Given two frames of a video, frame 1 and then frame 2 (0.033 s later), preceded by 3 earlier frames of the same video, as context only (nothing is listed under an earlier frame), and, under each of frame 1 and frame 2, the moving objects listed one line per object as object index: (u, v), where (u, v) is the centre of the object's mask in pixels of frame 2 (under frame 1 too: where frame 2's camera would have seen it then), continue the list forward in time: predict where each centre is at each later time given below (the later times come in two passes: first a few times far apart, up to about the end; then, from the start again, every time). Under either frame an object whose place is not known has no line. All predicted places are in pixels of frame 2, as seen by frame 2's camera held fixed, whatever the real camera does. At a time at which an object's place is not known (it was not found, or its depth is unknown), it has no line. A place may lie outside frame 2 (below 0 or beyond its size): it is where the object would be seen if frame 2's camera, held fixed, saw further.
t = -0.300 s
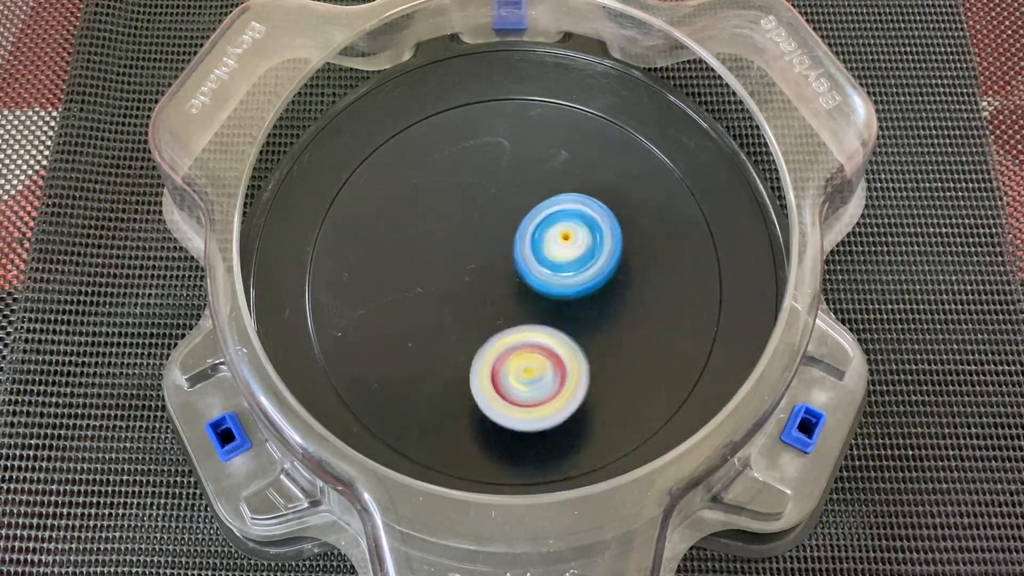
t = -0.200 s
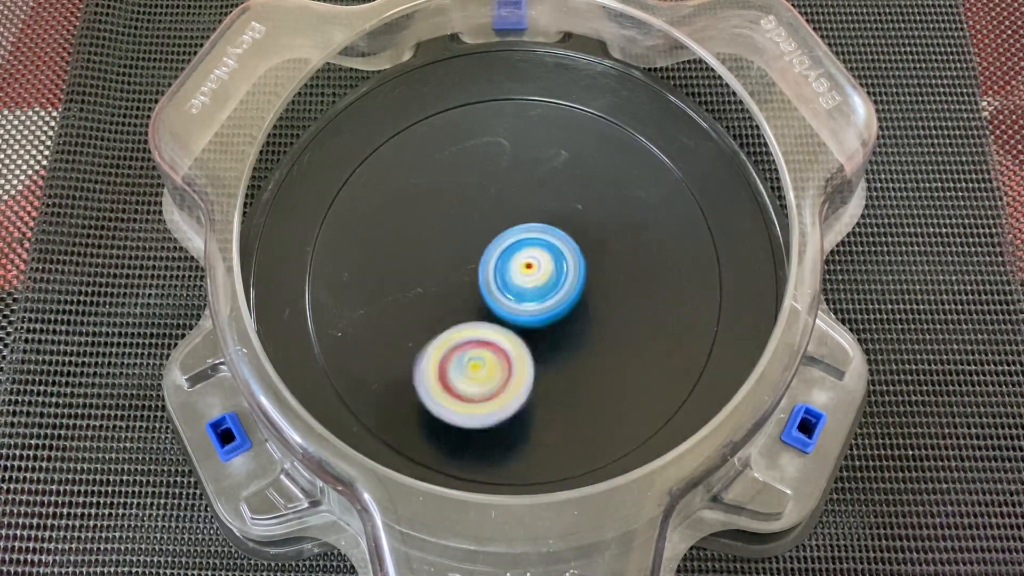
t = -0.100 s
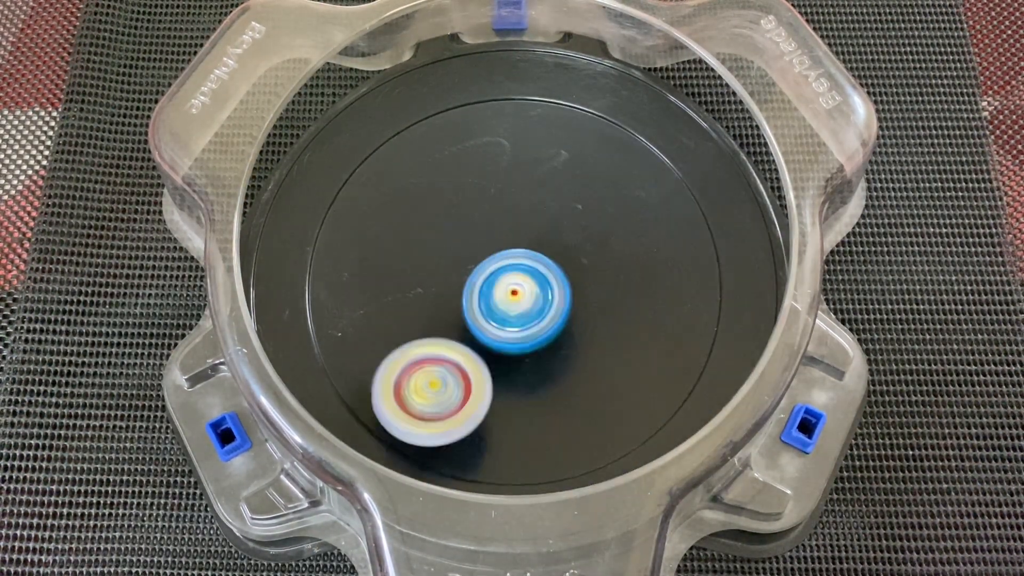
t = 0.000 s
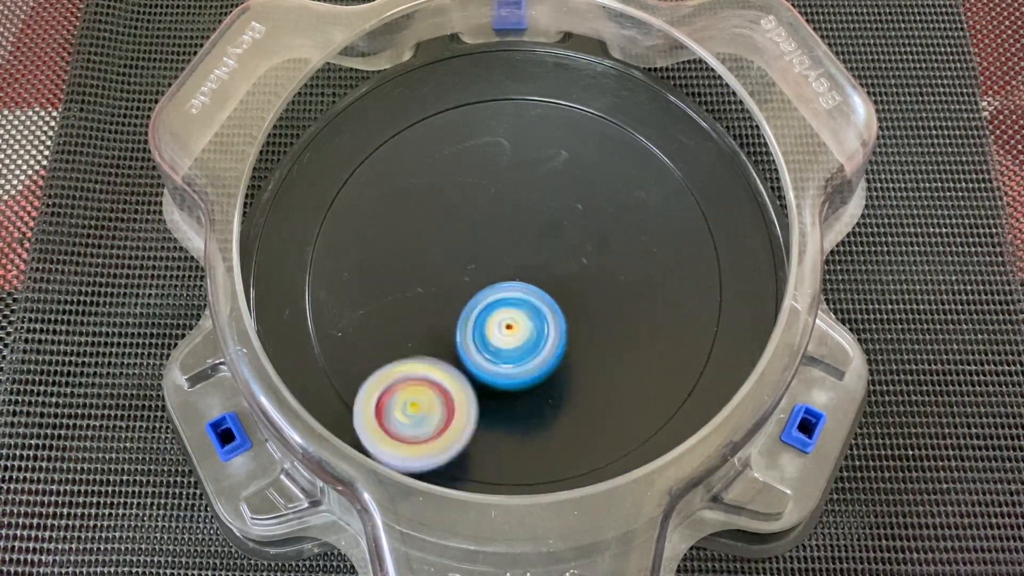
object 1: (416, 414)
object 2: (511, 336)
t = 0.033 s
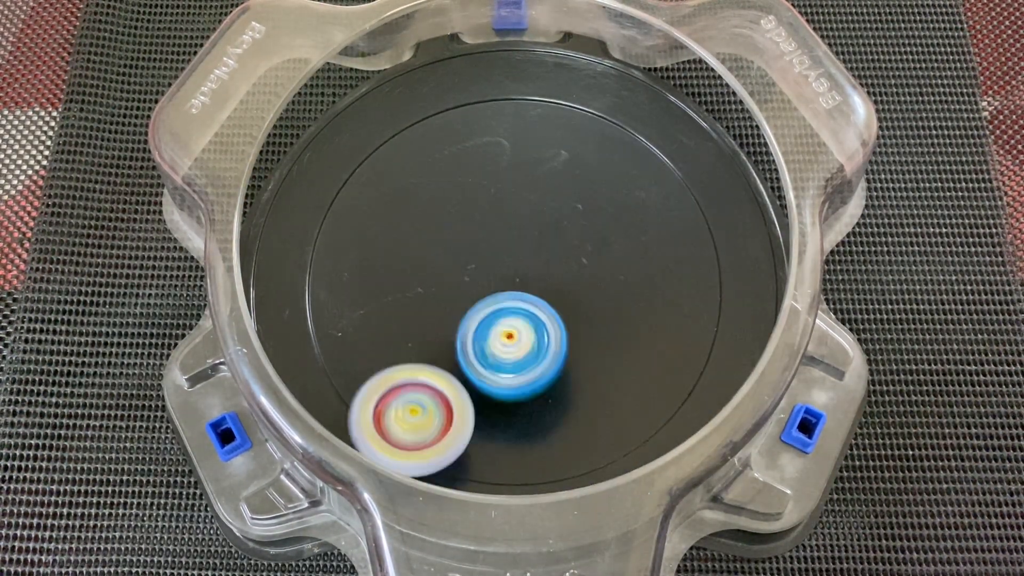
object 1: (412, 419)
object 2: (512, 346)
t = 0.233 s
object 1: (454, 414)
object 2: (557, 351)
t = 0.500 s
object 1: (397, 305)
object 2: (587, 265)
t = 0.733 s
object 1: (346, 274)
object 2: (500, 237)
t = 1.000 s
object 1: (342, 281)
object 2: (533, 283)
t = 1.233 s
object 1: (380, 276)
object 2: (636, 279)
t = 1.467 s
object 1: (480, 212)
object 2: (594, 247)
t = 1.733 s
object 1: (417, 127)
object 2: (608, 267)
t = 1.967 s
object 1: (444, 206)
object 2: (548, 291)
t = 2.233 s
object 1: (482, 139)
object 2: (590, 429)
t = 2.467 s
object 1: (481, 171)
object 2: (564, 391)
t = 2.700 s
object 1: (576, 232)
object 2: (488, 319)
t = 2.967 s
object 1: (657, 216)
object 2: (342, 269)
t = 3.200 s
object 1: (584, 235)
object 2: (365, 279)
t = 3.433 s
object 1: (559, 339)
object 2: (461, 256)
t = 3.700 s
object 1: (623, 403)
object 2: (525, 161)
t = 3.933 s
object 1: (602, 334)
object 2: (548, 170)
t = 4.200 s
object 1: (468, 325)
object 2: (586, 215)
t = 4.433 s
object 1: (392, 348)
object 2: (605, 274)
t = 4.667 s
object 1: (398, 369)
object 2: (599, 333)
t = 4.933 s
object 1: (466, 270)
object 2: (547, 368)
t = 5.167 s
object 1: (474, 192)
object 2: (487, 359)
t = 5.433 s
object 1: (463, 143)
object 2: (425, 307)
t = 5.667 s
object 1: (512, 200)
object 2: (396, 268)
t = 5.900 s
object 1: (598, 214)
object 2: (437, 267)
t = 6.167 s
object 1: (666, 232)
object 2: (541, 199)
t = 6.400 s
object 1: (643, 271)
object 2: (586, 172)
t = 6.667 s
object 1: (590, 351)
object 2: (565, 234)
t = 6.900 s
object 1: (534, 415)
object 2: (572, 293)
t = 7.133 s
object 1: (471, 420)
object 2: (542, 329)
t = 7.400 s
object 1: (395, 391)
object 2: (532, 288)
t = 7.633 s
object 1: (398, 313)
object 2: (487, 256)
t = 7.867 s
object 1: (377, 260)
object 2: (540, 189)
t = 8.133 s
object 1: (424, 219)
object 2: (536, 176)
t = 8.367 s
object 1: (459, 240)
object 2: (625, 194)
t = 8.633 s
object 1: (521, 274)
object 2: (624, 258)
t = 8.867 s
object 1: (518, 312)
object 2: (613, 370)
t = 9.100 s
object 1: (478, 313)
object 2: (551, 426)
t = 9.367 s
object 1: (445, 272)
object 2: (447, 375)
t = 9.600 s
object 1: (483, 219)
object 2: (394, 294)
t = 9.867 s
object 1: (532, 206)
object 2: (430, 194)
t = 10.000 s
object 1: (564, 208)
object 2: (476, 163)
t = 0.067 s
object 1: (417, 423)
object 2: (514, 355)
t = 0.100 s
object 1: (420, 427)
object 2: (519, 361)
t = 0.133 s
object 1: (429, 428)
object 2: (526, 364)
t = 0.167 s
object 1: (436, 431)
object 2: (538, 362)
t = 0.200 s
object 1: (442, 426)
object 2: (548, 357)
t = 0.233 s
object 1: (454, 414)
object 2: (557, 351)
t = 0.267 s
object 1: (460, 399)
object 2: (562, 342)
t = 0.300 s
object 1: (455, 381)
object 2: (576, 330)
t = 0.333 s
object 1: (446, 367)
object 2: (590, 315)
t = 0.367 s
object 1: (433, 352)
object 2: (598, 302)
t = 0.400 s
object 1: (425, 338)
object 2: (602, 291)
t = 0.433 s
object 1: (415, 328)
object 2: (602, 283)
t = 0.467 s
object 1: (405, 315)
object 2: (596, 274)
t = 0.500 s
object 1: (397, 305)
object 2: (587, 265)
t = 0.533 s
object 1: (385, 298)
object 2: (575, 254)
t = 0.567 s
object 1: (377, 289)
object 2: (562, 245)
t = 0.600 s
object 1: (370, 285)
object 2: (549, 238)
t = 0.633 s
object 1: (360, 280)
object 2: (535, 234)
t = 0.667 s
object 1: (356, 276)
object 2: (523, 232)
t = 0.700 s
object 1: (352, 276)
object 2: (511, 234)
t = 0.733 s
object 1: (346, 274)
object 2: (500, 237)
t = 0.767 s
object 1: (345, 273)
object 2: (491, 243)
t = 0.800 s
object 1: (344, 276)
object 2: (483, 249)
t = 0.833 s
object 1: (342, 276)
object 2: (478, 257)
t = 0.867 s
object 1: (346, 277)
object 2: (476, 263)
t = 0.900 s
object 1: (351, 282)
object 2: (475, 268)
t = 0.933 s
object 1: (359, 284)
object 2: (475, 273)
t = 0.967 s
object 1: (352, 282)
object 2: (500, 278)
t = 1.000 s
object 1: (342, 281)
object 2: (533, 283)
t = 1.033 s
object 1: (334, 280)
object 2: (563, 286)
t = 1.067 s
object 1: (332, 279)
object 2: (586, 289)
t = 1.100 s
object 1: (335, 279)
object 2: (606, 289)
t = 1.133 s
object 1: (340, 278)
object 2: (620, 289)
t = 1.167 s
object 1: (349, 279)
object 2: (630, 286)
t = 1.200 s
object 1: (363, 278)
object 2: (636, 284)
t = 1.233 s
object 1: (380, 276)
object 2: (636, 279)
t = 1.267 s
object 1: (398, 271)
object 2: (636, 274)
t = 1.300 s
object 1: (416, 265)
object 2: (631, 270)
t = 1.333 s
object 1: (436, 255)
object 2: (624, 264)
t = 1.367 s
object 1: (451, 245)
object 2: (616, 260)
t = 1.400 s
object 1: (466, 234)
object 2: (605, 254)
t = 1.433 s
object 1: (478, 225)
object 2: (595, 248)
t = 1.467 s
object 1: (480, 212)
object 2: (594, 247)
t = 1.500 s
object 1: (469, 194)
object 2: (613, 253)
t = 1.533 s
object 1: (463, 179)
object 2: (626, 259)
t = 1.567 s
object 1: (456, 165)
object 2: (632, 264)
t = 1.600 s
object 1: (450, 150)
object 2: (633, 266)
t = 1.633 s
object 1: (444, 140)
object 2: (630, 269)
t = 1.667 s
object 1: (437, 134)
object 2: (622, 269)
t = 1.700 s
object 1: (428, 131)
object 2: (616, 267)
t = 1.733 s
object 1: (417, 127)
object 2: (608, 267)
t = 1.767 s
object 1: (410, 128)
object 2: (599, 266)
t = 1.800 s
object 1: (405, 133)
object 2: (591, 268)
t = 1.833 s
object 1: (405, 145)
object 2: (583, 272)
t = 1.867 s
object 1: (407, 161)
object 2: (573, 276)
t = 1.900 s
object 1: (416, 177)
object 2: (565, 281)
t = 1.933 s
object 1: (428, 193)
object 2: (557, 287)
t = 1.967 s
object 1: (444, 206)
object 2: (548, 291)
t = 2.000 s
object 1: (463, 221)
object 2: (541, 296)
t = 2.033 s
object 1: (465, 205)
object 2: (555, 331)
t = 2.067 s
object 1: (468, 191)
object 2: (569, 363)
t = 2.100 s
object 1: (472, 179)
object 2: (579, 390)
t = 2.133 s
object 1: (476, 167)
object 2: (586, 410)
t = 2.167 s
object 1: (479, 157)
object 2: (589, 422)
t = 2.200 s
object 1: (481, 147)
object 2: (590, 427)
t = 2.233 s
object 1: (482, 139)
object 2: (590, 429)
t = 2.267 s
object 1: (482, 133)
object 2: (590, 428)
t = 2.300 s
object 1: (479, 130)
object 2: (587, 425)
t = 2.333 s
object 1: (476, 130)
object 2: (584, 421)
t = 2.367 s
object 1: (473, 136)
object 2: (580, 415)
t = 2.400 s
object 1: (473, 146)
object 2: (576, 408)
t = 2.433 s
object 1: (475, 158)
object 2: (570, 400)
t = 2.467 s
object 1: (481, 171)
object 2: (564, 391)
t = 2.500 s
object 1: (492, 184)
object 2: (557, 381)
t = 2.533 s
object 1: (505, 197)
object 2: (550, 371)
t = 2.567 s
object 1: (518, 209)
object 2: (543, 361)
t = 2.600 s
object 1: (532, 218)
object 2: (533, 351)
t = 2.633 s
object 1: (546, 225)
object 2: (521, 341)
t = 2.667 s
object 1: (561, 229)
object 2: (507, 330)
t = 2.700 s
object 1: (576, 232)
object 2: (488, 319)
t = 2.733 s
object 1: (590, 234)
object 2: (469, 309)
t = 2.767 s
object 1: (603, 235)
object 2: (449, 301)
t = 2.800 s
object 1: (614, 235)
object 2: (427, 292)
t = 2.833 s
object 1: (625, 233)
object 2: (407, 285)
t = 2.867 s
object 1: (635, 231)
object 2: (388, 280)
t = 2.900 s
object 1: (644, 227)
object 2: (369, 275)
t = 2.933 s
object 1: (652, 222)
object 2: (354, 272)
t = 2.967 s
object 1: (657, 216)
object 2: (342, 269)
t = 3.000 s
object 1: (657, 209)
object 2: (334, 269)
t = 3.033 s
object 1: (649, 203)
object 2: (331, 269)
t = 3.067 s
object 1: (638, 200)
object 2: (331, 271)
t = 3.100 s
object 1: (623, 203)
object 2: (336, 273)
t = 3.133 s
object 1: (610, 210)
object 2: (343, 275)
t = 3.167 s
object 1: (596, 222)
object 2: (353, 277)
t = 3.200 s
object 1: (584, 235)
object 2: (365, 279)
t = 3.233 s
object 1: (573, 249)
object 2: (379, 280)
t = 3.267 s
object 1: (564, 264)
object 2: (394, 281)
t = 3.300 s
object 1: (557, 279)
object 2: (410, 281)
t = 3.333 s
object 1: (553, 294)
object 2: (425, 281)
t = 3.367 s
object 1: (550, 308)
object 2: (442, 279)
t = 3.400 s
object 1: (554, 325)
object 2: (452, 269)
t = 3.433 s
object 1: (559, 339)
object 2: (461, 256)
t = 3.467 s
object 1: (565, 352)
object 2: (470, 241)
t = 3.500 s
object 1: (571, 363)
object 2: (479, 226)
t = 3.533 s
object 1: (577, 374)
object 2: (488, 212)
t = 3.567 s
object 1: (585, 383)
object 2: (496, 198)
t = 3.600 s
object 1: (594, 391)
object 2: (504, 186)
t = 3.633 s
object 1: (603, 397)
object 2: (511, 176)
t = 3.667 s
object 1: (613, 401)
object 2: (518, 168)
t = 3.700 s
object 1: (623, 403)
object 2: (525, 161)
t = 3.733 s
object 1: (633, 402)
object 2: (530, 156)
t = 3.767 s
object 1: (640, 396)
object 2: (535, 153)
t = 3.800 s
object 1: (641, 386)
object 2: (539, 152)
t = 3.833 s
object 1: (638, 373)
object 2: (542, 154)
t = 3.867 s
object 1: (629, 359)
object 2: (545, 157)
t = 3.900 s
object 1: (617, 345)
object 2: (546, 163)
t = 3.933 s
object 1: (602, 334)
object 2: (548, 170)
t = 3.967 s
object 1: (586, 324)
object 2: (549, 178)
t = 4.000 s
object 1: (569, 317)
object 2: (550, 187)
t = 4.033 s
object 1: (553, 311)
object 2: (553, 196)
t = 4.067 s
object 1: (535, 309)
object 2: (556, 206)
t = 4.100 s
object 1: (514, 315)
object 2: (565, 205)
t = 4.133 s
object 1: (498, 319)
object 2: (574, 206)
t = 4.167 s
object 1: (482, 322)
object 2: (581, 210)
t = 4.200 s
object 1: (468, 325)
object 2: (586, 215)
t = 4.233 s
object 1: (456, 328)
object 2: (591, 222)
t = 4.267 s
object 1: (444, 331)
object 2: (594, 229)
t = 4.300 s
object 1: (432, 334)
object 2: (597, 238)
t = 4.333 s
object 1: (421, 338)
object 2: (600, 247)
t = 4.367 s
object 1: (410, 341)
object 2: (602, 256)
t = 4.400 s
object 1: (401, 344)
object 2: (604, 264)
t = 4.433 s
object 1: (392, 348)
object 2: (605, 274)
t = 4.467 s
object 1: (385, 351)
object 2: (606, 283)
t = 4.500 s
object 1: (379, 355)
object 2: (607, 292)
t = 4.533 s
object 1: (376, 360)
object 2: (607, 300)
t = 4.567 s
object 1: (375, 364)
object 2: (606, 309)
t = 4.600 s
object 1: (378, 369)
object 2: (604, 317)
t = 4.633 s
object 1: (387, 371)
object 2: (602, 325)
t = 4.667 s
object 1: (398, 369)
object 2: (599, 333)
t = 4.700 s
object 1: (411, 361)
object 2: (595, 340)
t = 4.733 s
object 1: (423, 351)
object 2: (590, 346)
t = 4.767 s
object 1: (433, 338)
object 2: (585, 352)
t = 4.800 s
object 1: (443, 325)
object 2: (579, 356)
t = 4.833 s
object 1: (451, 311)
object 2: (571, 360)
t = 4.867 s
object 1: (457, 297)
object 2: (563, 363)
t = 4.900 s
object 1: (462, 283)
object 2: (555, 366)
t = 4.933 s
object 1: (466, 270)
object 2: (547, 368)
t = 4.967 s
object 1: (469, 257)
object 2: (538, 370)
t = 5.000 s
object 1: (470, 245)
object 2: (529, 370)
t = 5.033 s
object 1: (472, 233)
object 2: (520, 370)
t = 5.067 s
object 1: (472, 223)
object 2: (511, 369)
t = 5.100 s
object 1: (473, 212)
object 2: (503, 367)
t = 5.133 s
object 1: (474, 202)
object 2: (495, 363)
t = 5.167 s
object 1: (474, 192)
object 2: (487, 359)
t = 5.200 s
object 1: (474, 183)
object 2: (479, 354)
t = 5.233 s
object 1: (474, 174)
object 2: (471, 348)
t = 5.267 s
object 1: (475, 165)
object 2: (463, 342)
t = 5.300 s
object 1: (474, 157)
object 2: (454, 335)
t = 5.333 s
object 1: (473, 153)
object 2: (450, 331)
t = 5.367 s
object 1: (471, 147)
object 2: (441, 323)
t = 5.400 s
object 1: (467, 143)
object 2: (433, 316)
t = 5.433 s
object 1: (463, 143)
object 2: (425, 307)
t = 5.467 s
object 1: (460, 147)
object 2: (418, 299)
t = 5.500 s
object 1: (459, 157)
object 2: (413, 291)
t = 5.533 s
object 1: (462, 167)
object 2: (409, 284)
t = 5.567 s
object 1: (468, 178)
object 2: (408, 277)
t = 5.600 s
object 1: (477, 189)
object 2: (407, 270)
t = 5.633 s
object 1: (493, 196)
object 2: (402, 268)
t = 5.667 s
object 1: (512, 200)
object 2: (396, 268)
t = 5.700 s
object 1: (528, 204)
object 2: (394, 268)
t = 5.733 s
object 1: (542, 206)
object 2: (396, 268)
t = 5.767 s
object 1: (553, 208)
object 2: (400, 269)
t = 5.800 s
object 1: (565, 210)
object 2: (406, 270)
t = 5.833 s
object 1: (577, 211)
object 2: (415, 271)
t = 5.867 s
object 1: (588, 212)
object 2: (425, 270)
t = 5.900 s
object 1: (598, 214)
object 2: (437, 267)
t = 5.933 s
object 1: (609, 216)
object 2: (450, 262)
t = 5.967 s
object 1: (619, 217)
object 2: (463, 255)
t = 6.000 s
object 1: (628, 219)
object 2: (477, 247)
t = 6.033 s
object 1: (637, 222)
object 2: (490, 237)
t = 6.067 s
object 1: (646, 224)
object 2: (503, 227)
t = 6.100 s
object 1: (654, 226)
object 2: (516, 218)
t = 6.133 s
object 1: (660, 229)
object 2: (529, 208)
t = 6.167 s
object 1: (666, 232)
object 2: (541, 199)
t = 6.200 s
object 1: (670, 234)
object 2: (553, 191)
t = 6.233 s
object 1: (671, 237)
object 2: (562, 184)
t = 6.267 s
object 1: (670, 239)
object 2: (571, 179)
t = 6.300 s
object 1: (664, 242)
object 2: (578, 176)
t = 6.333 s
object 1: (657, 250)
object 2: (583, 174)
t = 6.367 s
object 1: (652, 260)
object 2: (586, 171)
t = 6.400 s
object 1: (643, 271)
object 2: (586, 172)
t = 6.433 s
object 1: (637, 283)
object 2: (584, 174)
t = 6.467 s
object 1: (631, 293)
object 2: (582, 178)
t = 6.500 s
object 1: (623, 304)
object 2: (578, 184)
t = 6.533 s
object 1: (616, 315)
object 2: (574, 192)
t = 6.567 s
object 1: (610, 325)
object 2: (570, 200)
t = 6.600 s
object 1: (602, 335)
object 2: (567, 210)
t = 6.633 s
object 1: (597, 344)
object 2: (565, 222)
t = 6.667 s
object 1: (590, 351)
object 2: (565, 234)
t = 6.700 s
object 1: (582, 360)
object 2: (566, 248)
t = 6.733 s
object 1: (574, 369)
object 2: (568, 263)
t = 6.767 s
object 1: (562, 384)
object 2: (571, 267)
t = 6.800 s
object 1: (554, 396)
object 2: (573, 272)
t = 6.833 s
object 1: (547, 402)
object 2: (574, 278)
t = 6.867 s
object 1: (540, 409)
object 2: (574, 286)
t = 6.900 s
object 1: (534, 415)
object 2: (572, 293)
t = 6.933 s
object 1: (526, 420)
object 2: (569, 299)
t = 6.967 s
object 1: (520, 422)
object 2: (565, 305)
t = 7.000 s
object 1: (511, 424)
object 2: (561, 311)
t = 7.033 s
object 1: (503, 425)
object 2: (556, 317)
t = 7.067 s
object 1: (493, 424)
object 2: (552, 323)
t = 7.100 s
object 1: (485, 422)
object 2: (546, 327)
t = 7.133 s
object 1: (471, 420)
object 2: (542, 329)
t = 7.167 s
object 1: (452, 425)
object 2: (547, 320)
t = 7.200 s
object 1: (437, 424)
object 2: (549, 312)
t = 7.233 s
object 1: (428, 422)
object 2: (549, 305)
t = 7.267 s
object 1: (419, 419)
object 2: (547, 301)
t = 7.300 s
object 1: (411, 414)
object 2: (545, 297)
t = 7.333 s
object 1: (404, 408)
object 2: (542, 294)
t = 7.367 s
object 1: (400, 399)
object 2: (537, 291)
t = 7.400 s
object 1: (395, 391)
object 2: (532, 288)
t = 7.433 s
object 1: (391, 380)
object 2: (526, 284)
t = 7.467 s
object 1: (390, 370)
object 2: (520, 280)
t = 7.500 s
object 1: (390, 358)
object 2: (513, 275)
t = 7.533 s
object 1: (391, 347)
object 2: (506, 270)
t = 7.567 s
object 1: (392, 335)
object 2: (499, 266)
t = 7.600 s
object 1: (395, 324)
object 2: (493, 261)
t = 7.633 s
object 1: (398, 313)
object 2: (487, 256)
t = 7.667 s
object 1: (391, 303)
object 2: (491, 247)
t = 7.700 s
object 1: (382, 299)
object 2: (507, 235)
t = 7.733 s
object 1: (377, 291)
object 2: (519, 224)
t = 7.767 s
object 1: (373, 283)
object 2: (528, 214)
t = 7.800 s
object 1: (375, 276)
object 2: (535, 205)
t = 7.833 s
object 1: (375, 267)
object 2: (538, 197)
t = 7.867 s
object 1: (377, 260)
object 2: (540, 189)
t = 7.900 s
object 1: (383, 253)
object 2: (539, 180)
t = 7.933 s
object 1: (387, 244)
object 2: (537, 172)
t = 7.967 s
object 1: (393, 240)
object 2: (534, 167)
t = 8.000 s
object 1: (401, 233)
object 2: (533, 164)
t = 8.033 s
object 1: (407, 227)
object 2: (531, 165)
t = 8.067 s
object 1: (416, 225)
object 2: (529, 168)
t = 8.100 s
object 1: (427, 221)
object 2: (527, 173)
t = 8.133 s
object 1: (424, 219)
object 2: (536, 176)
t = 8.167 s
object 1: (417, 224)
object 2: (556, 177)
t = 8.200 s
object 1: (417, 224)
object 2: (572, 179)
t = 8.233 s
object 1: (421, 229)
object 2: (586, 181)
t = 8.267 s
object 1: (431, 232)
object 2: (599, 183)
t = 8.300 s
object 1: (438, 234)
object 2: (609, 186)
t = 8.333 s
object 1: (448, 238)
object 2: (618, 190)
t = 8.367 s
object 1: (459, 240)
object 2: (625, 194)
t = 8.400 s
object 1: (465, 245)
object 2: (629, 199)
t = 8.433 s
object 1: (476, 249)
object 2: (631, 205)
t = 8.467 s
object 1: (483, 250)
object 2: (632, 211)
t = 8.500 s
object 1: (491, 257)
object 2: (632, 219)
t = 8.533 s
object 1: (500, 260)
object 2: (631, 227)
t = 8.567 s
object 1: (505, 265)
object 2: (629, 236)
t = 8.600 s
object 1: (514, 271)
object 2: (626, 247)
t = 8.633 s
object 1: (521, 274)
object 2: (624, 258)
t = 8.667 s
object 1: (523, 279)
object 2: (624, 271)
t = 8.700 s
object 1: (518, 281)
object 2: (629, 287)
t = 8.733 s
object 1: (515, 283)
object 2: (629, 305)
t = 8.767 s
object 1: (514, 289)
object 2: (629, 323)
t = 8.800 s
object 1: (515, 296)
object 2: (625, 340)
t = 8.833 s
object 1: (516, 305)
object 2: (620, 355)
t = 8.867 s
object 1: (518, 312)
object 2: (613, 370)
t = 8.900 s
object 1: (518, 319)
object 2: (606, 382)
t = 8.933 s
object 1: (517, 321)
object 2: (601, 396)
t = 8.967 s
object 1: (509, 320)
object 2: (595, 409)
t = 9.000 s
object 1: (502, 319)
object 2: (587, 418)
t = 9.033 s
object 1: (493, 316)
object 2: (576, 422)
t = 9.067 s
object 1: (485, 316)
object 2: (564, 425)
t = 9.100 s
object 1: (478, 313)
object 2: (551, 426)
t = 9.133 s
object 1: (470, 313)
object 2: (539, 424)
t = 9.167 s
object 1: (465, 311)
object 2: (525, 419)
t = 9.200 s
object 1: (456, 310)
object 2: (513, 412)
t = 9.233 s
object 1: (452, 309)
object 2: (501, 404)
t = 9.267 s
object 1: (447, 300)
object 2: (488, 400)
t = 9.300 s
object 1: (444, 291)
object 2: (474, 392)
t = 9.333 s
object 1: (443, 281)
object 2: (461, 385)
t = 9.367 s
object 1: (445, 272)
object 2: (447, 375)
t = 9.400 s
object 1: (447, 263)
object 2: (434, 367)
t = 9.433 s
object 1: (457, 253)
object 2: (423, 360)
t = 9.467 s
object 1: (462, 242)
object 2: (411, 348)
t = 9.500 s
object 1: (469, 236)
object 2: (405, 336)
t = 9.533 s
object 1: (473, 228)
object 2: (400, 322)
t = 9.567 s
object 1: (480, 224)
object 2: (396, 308)
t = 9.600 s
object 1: (483, 219)
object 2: (394, 294)
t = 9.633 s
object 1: (488, 217)
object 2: (394, 279)
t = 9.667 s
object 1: (491, 214)
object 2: (394, 264)
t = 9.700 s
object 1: (496, 212)
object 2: (398, 251)
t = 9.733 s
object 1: (502, 211)
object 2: (401, 237)
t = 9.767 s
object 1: (511, 207)
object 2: (405, 225)
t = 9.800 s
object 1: (519, 208)
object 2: (413, 215)
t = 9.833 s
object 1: (525, 205)
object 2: (420, 203)
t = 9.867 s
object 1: (532, 206)
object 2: (430, 194)
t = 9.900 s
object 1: (539, 206)
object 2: (440, 185)
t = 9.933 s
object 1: (549, 206)
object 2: (450, 176)
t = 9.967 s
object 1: (558, 208)
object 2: (462, 170)
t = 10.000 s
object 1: (564, 208)
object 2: (476, 163)
